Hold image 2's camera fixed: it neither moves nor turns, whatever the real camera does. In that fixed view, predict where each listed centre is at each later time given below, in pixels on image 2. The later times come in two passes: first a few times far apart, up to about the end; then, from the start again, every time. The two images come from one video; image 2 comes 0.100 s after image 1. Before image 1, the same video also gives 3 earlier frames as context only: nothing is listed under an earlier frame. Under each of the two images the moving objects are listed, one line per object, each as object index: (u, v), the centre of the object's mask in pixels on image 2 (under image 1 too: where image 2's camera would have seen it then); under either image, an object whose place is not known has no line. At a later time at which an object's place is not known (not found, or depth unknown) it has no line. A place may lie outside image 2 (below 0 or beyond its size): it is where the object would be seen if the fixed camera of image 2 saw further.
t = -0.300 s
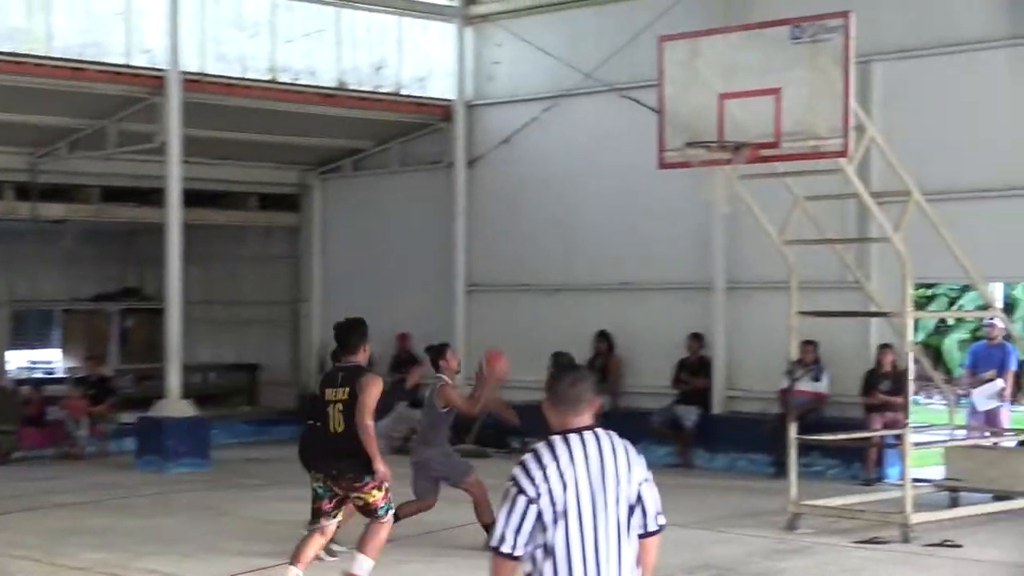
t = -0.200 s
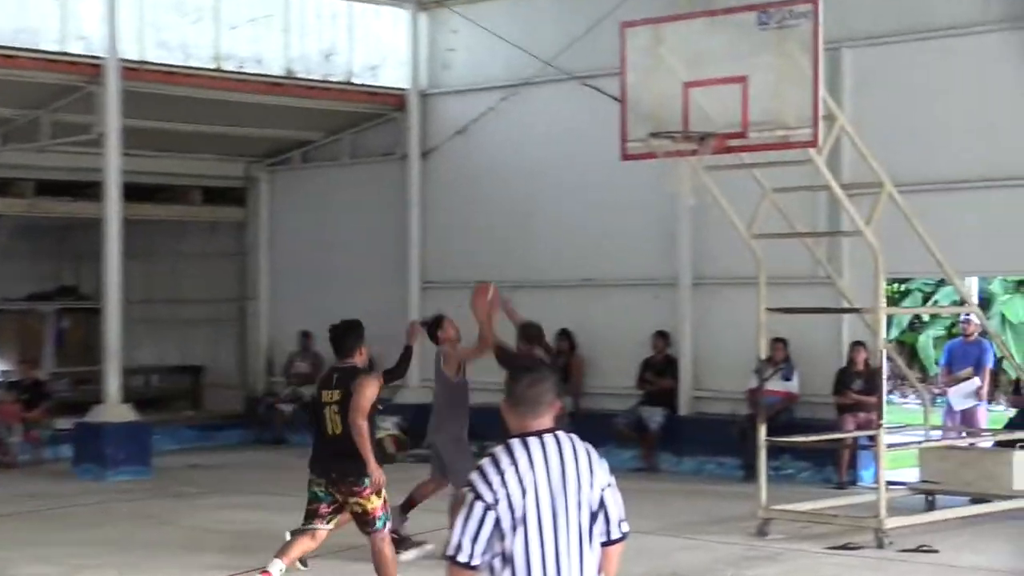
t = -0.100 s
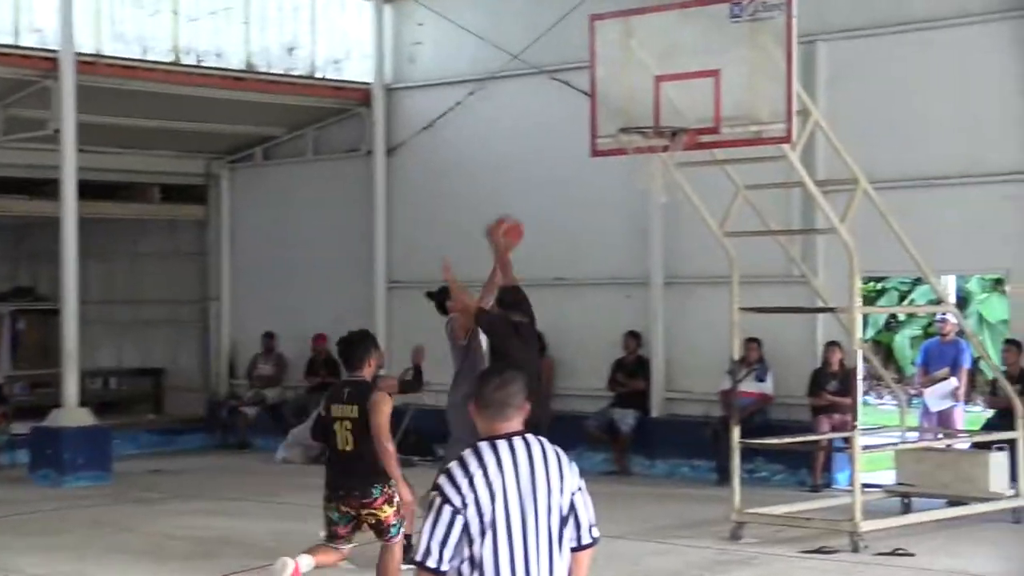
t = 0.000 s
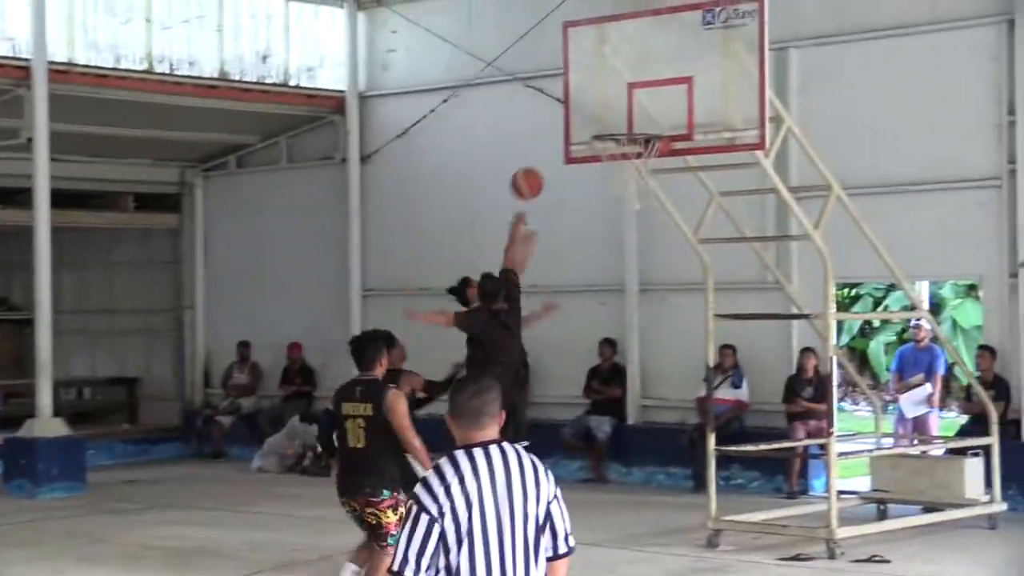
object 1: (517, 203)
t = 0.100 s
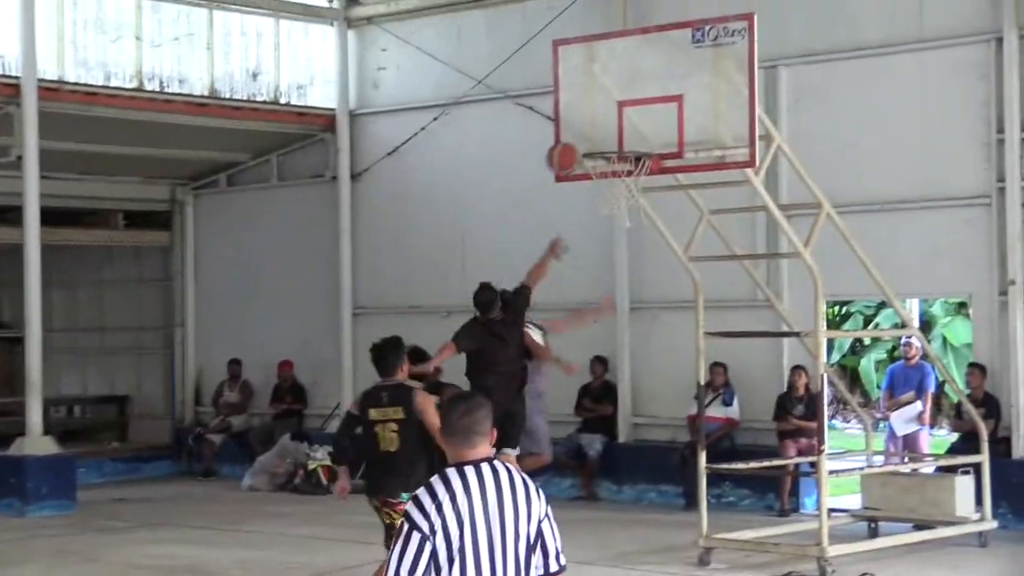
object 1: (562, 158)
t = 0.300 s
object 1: (587, 112)
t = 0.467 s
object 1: (581, 117)
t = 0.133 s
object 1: (577, 146)
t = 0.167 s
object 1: (591, 137)
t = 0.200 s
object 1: (591, 128)
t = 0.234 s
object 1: (590, 121)
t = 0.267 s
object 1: (588, 116)
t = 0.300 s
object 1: (587, 112)
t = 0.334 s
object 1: (586, 110)
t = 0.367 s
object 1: (585, 110)
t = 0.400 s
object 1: (583, 110)
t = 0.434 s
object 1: (582, 113)
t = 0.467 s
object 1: (581, 117)
